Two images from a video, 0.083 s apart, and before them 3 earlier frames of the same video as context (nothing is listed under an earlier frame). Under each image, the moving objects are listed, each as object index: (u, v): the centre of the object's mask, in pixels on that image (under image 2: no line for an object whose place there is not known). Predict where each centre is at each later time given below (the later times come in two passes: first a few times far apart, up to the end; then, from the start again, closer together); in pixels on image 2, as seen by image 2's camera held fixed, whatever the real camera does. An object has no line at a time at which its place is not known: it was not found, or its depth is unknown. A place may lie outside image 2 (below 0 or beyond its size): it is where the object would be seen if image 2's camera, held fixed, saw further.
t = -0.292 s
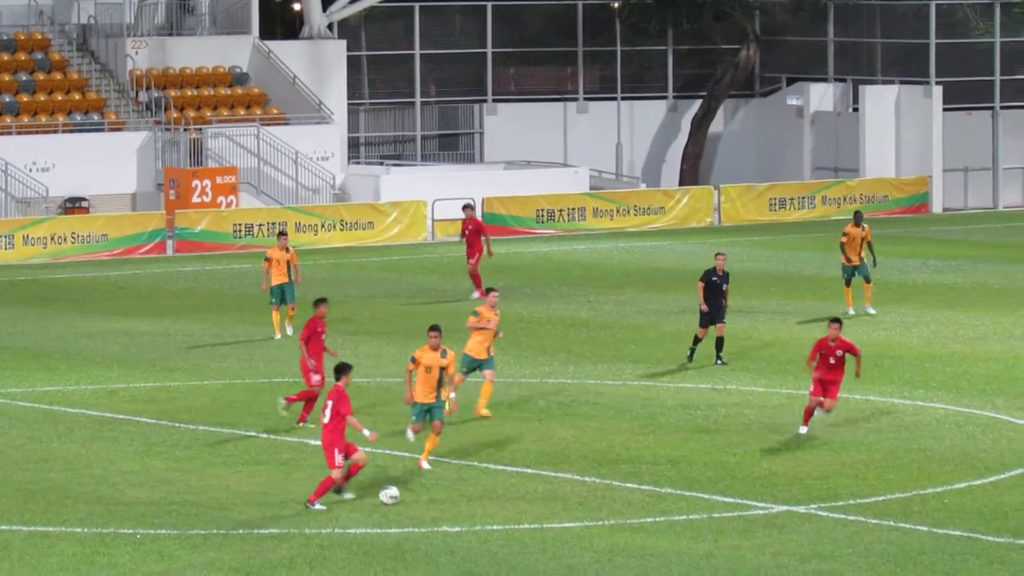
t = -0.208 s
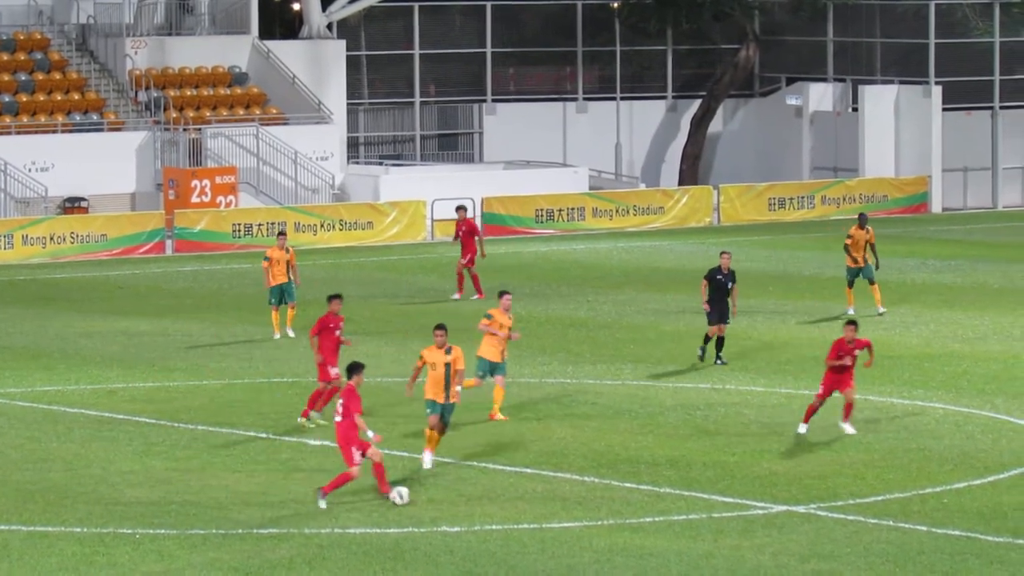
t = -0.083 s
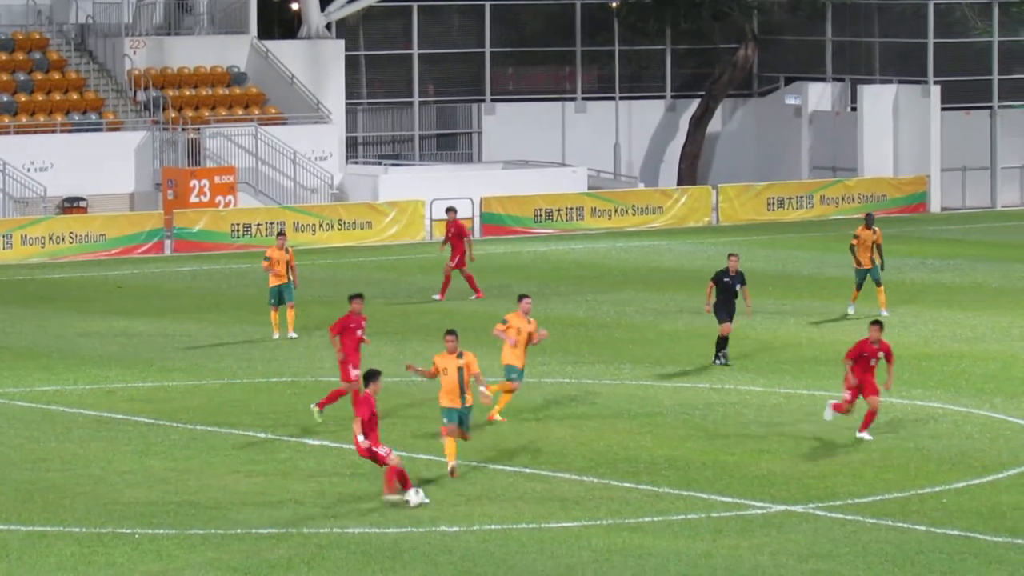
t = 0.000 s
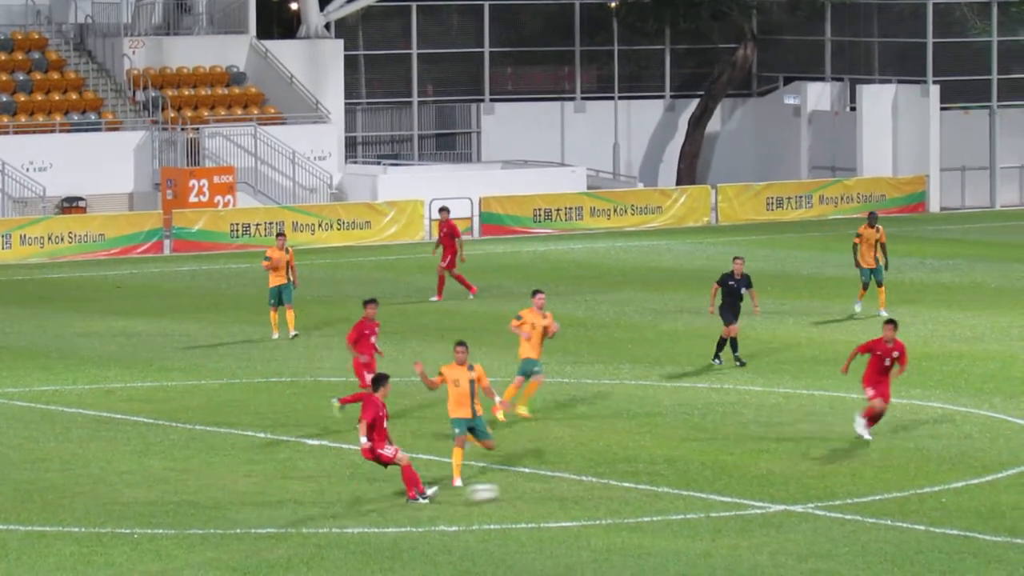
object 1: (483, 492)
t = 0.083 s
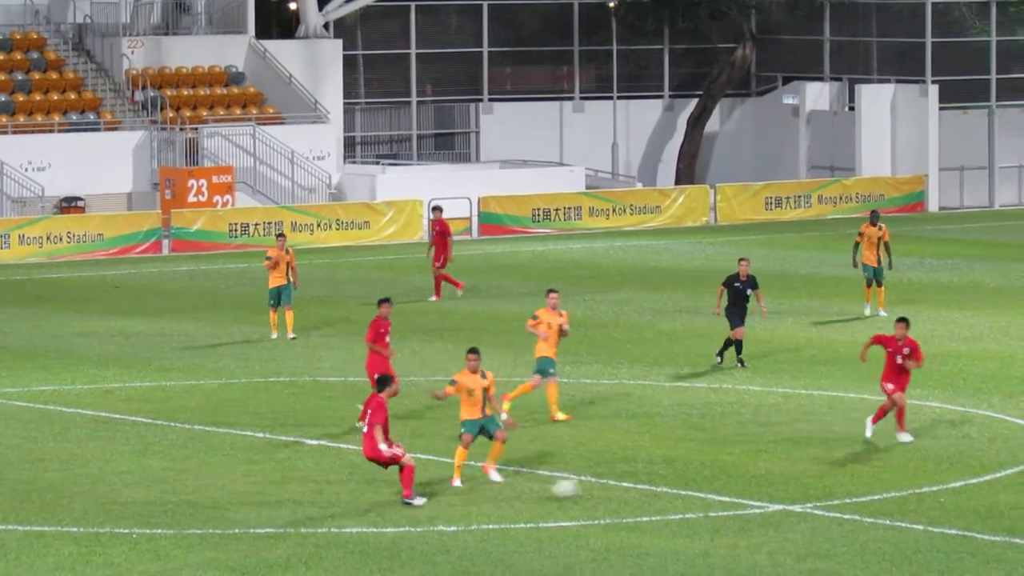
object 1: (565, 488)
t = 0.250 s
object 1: (712, 481)
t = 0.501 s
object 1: (886, 474)
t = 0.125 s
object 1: (602, 486)
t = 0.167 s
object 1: (641, 485)
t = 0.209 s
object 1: (678, 483)
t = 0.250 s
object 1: (712, 481)
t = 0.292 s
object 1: (745, 480)
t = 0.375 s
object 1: (794, 478)
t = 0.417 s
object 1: (830, 476)
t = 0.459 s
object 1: (859, 474)
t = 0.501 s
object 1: (886, 474)
